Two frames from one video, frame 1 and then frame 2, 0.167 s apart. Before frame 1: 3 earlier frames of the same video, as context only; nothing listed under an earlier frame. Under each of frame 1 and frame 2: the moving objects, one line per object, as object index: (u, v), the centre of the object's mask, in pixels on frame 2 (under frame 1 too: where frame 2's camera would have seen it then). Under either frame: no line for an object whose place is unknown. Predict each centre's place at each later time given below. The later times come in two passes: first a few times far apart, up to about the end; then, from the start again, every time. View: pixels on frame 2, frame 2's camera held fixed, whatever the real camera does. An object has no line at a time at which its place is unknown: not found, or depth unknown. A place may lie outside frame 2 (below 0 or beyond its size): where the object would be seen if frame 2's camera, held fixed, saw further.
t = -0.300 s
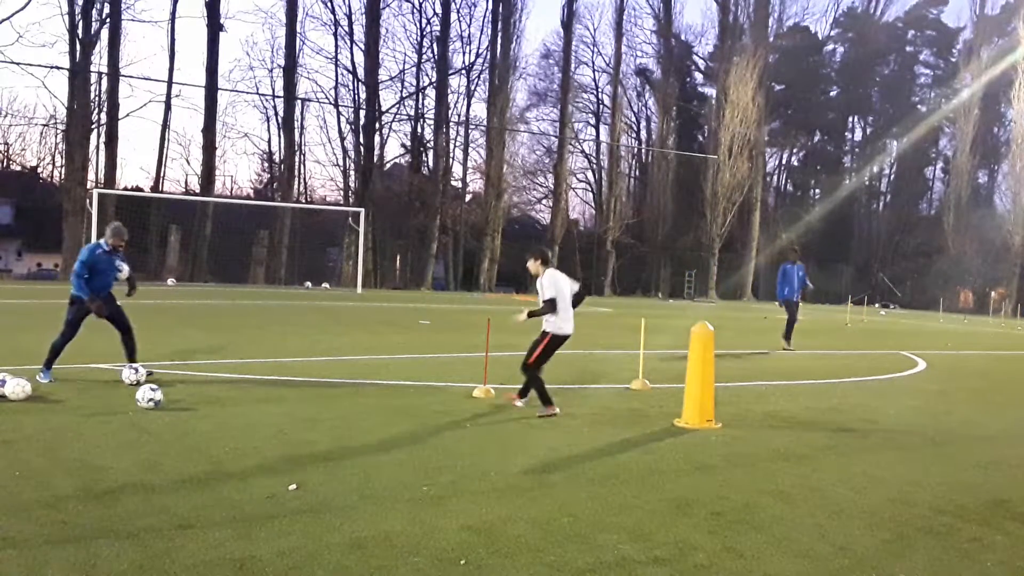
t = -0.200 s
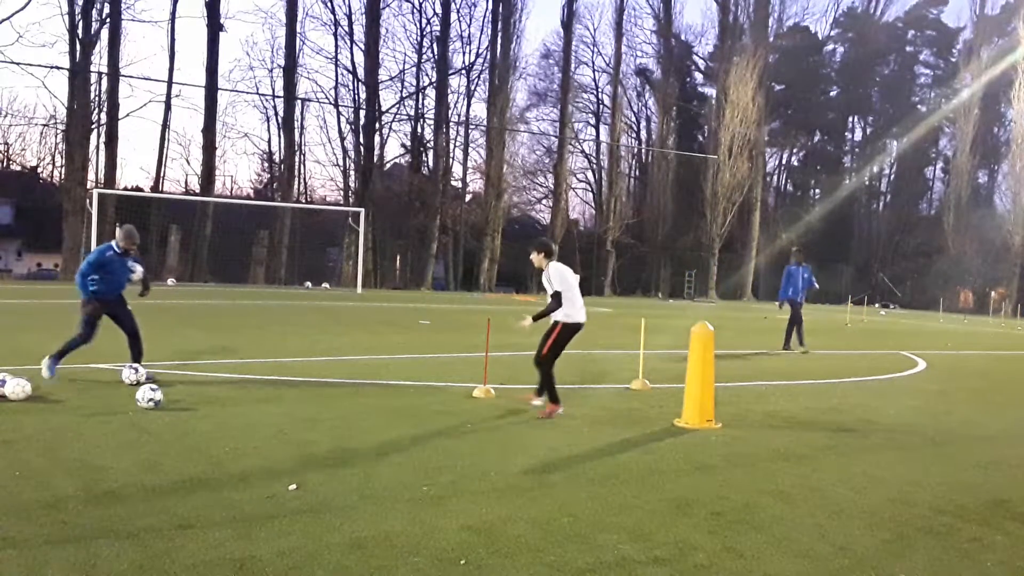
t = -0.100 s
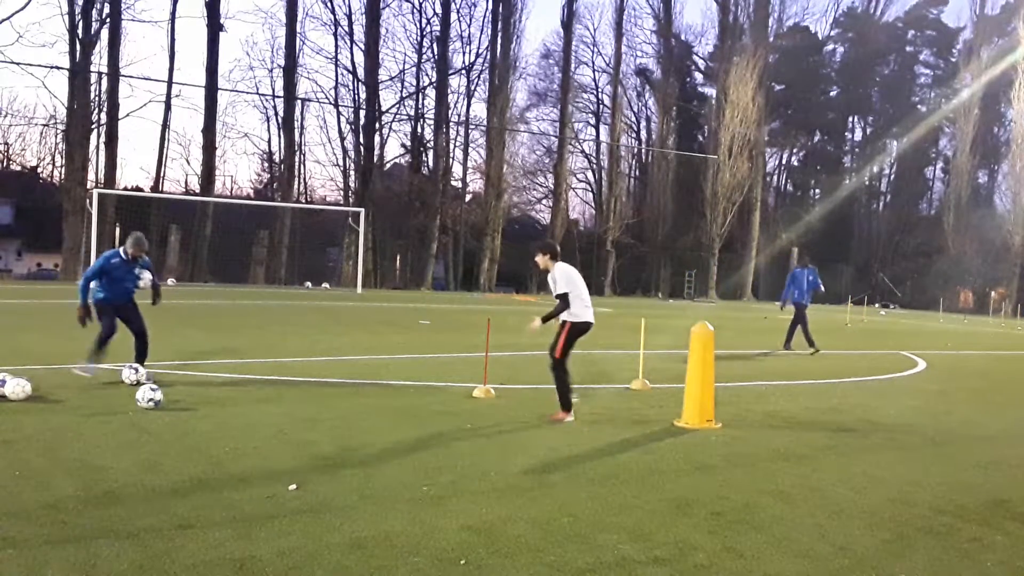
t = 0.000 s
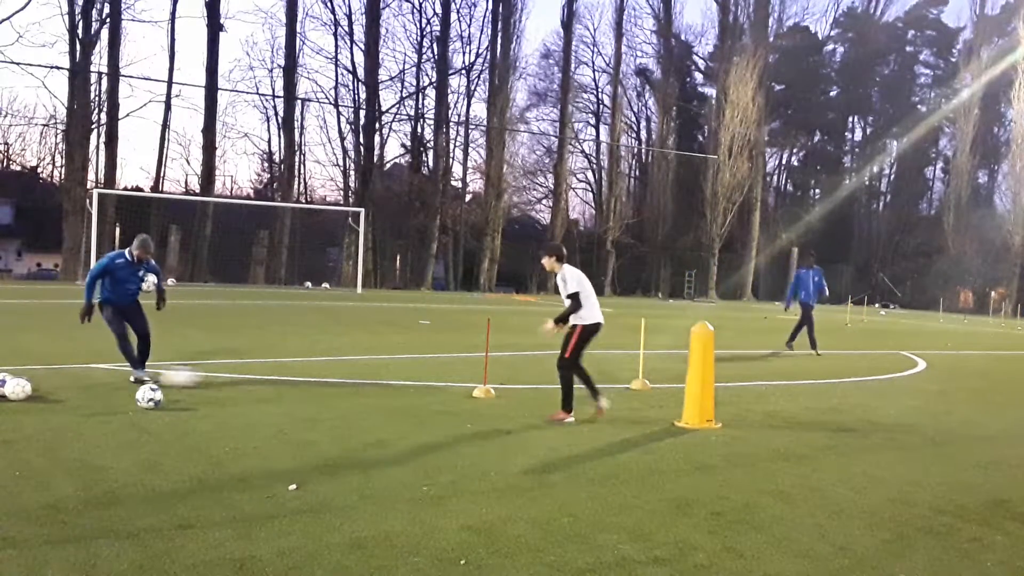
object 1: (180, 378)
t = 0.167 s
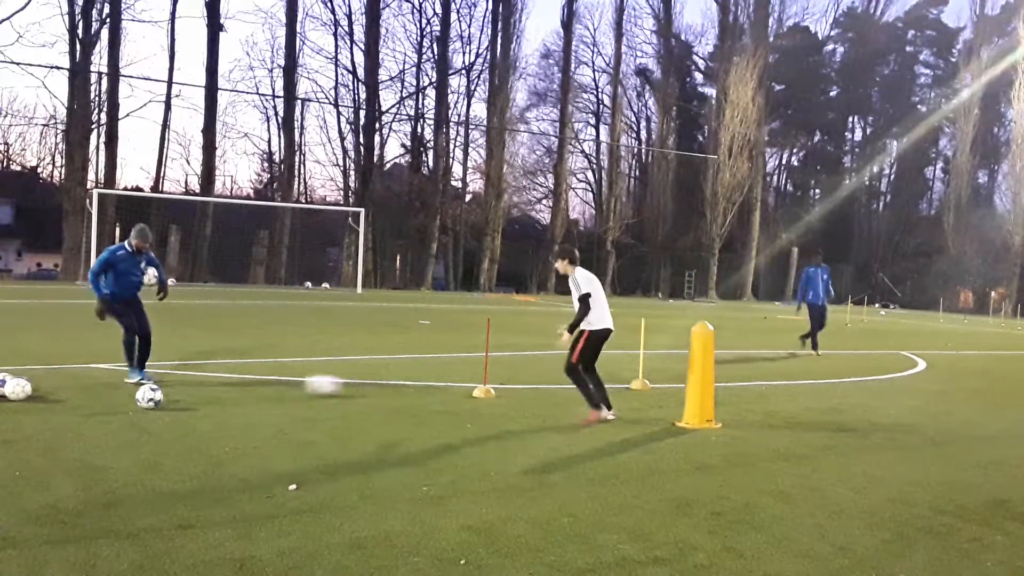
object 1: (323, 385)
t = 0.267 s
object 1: (403, 390)
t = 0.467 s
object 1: (547, 398)
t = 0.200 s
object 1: (350, 387)
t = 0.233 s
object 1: (377, 388)
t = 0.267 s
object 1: (403, 390)
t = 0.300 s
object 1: (428, 391)
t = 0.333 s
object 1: (451, 391)
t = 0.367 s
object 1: (476, 394)
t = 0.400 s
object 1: (500, 396)
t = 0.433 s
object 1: (524, 397)
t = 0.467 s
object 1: (547, 398)
